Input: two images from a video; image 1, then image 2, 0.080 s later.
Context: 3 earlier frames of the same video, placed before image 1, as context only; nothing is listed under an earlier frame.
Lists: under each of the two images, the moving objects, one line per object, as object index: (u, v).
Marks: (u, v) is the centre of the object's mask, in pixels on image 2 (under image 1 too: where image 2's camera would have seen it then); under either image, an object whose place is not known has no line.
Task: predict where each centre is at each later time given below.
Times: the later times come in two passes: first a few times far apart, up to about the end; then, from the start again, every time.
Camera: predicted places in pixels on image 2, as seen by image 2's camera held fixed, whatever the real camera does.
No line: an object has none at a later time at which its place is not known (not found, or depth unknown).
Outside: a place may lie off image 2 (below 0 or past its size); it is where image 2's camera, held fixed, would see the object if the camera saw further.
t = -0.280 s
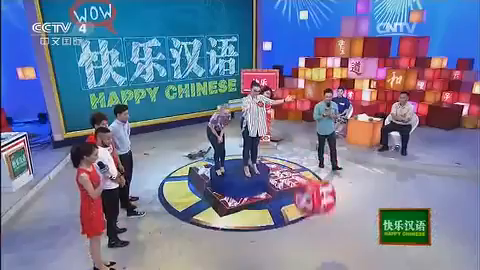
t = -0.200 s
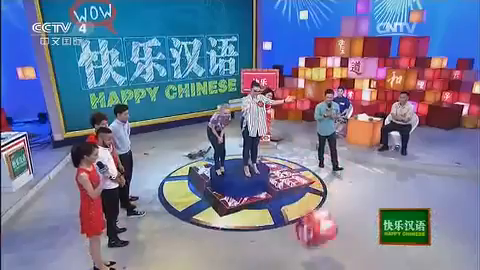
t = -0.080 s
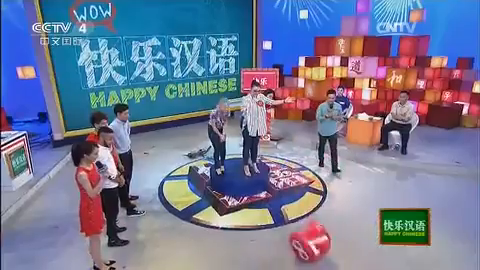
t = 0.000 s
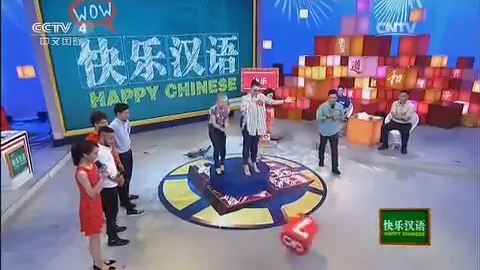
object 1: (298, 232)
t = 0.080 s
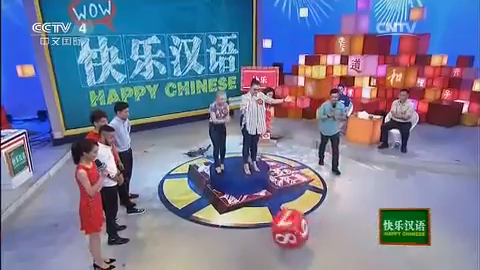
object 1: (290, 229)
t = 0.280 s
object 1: (267, 228)
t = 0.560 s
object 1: (242, 224)
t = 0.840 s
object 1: (232, 224)
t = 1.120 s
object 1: (233, 223)
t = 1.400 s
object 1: (233, 224)
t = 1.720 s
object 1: (234, 223)
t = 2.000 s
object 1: (233, 224)
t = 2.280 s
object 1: (233, 224)
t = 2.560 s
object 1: (233, 224)
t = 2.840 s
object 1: (233, 225)
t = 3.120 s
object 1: (233, 225)
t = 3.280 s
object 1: (233, 225)
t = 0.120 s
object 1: (286, 229)
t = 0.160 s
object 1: (281, 229)
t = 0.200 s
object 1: (277, 230)
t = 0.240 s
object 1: (273, 229)
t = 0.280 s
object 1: (267, 228)
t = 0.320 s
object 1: (264, 227)
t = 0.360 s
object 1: (260, 226)
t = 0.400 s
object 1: (255, 226)
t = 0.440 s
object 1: (251, 227)
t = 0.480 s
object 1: (246, 227)
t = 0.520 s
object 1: (244, 227)
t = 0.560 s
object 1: (242, 224)
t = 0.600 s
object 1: (240, 223)
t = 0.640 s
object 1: (239, 222)
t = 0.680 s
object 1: (237, 221)
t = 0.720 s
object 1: (235, 222)
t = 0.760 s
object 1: (234, 223)
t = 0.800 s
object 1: (232, 224)
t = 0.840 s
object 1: (232, 224)
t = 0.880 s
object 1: (232, 224)
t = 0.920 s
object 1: (233, 223)
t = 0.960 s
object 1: (233, 224)
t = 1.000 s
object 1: (233, 224)
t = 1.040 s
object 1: (234, 224)
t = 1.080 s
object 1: (233, 224)
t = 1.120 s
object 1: (233, 223)
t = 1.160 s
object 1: (232, 224)
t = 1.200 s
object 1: (232, 223)
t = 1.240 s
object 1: (233, 224)
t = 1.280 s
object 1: (233, 224)
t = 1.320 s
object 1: (233, 224)
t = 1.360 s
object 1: (233, 223)
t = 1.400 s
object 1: (233, 224)
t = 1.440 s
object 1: (233, 224)
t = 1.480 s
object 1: (233, 223)
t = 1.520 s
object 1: (233, 223)
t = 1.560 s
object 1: (234, 223)
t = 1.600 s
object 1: (234, 223)
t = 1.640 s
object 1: (234, 223)
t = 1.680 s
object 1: (234, 223)
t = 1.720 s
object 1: (234, 223)
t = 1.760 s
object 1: (234, 224)
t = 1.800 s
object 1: (233, 224)
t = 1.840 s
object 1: (233, 224)
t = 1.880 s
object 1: (233, 224)
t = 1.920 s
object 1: (233, 224)
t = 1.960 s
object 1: (233, 224)
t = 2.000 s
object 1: (233, 224)
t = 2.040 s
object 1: (233, 224)
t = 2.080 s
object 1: (233, 224)
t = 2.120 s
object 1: (233, 224)
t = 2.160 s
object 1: (233, 224)
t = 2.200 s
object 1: (233, 224)
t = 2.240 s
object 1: (233, 224)
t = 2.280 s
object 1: (233, 224)
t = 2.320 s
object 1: (233, 224)
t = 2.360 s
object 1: (233, 224)
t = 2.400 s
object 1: (233, 224)
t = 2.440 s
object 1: (233, 224)
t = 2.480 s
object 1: (233, 224)
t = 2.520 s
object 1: (233, 224)
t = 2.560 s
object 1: (233, 224)
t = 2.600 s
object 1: (233, 224)
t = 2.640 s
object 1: (233, 224)
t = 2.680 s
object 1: (233, 224)
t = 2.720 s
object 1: (233, 225)
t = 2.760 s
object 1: (233, 225)
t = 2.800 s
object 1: (233, 225)
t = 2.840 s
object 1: (233, 225)
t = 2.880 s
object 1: (233, 225)
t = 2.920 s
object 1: (233, 225)
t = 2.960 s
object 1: (233, 225)
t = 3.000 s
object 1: (233, 225)
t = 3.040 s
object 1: (233, 225)
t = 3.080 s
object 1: (233, 225)
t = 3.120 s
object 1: (233, 225)
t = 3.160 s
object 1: (233, 225)
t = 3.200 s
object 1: (233, 225)
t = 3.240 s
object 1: (233, 225)
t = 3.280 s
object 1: (233, 225)
